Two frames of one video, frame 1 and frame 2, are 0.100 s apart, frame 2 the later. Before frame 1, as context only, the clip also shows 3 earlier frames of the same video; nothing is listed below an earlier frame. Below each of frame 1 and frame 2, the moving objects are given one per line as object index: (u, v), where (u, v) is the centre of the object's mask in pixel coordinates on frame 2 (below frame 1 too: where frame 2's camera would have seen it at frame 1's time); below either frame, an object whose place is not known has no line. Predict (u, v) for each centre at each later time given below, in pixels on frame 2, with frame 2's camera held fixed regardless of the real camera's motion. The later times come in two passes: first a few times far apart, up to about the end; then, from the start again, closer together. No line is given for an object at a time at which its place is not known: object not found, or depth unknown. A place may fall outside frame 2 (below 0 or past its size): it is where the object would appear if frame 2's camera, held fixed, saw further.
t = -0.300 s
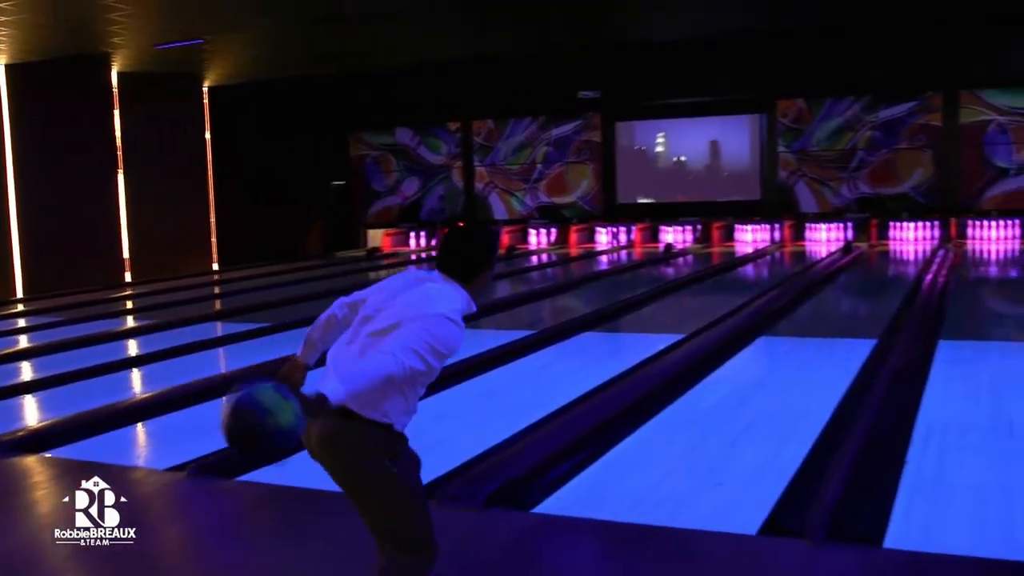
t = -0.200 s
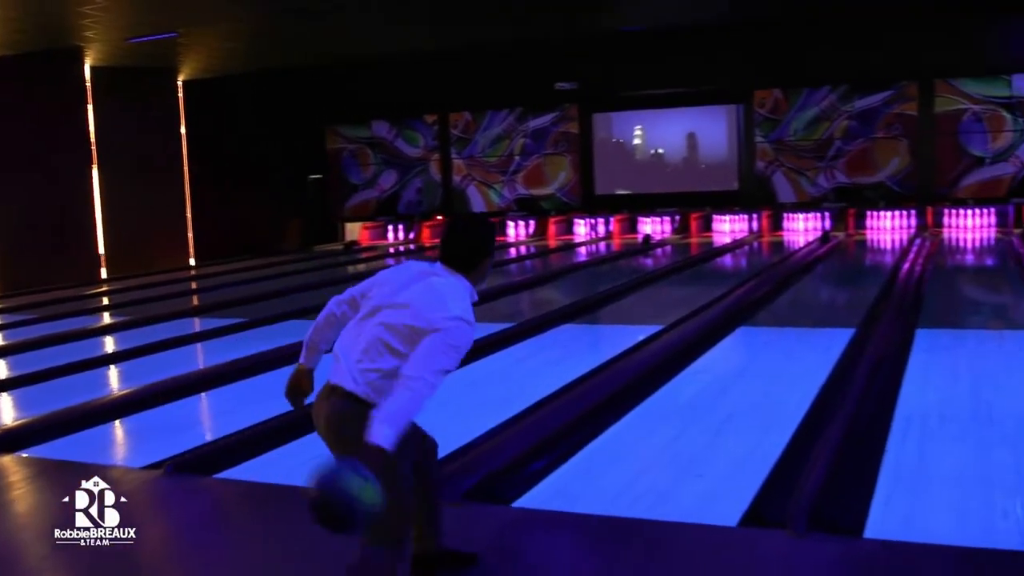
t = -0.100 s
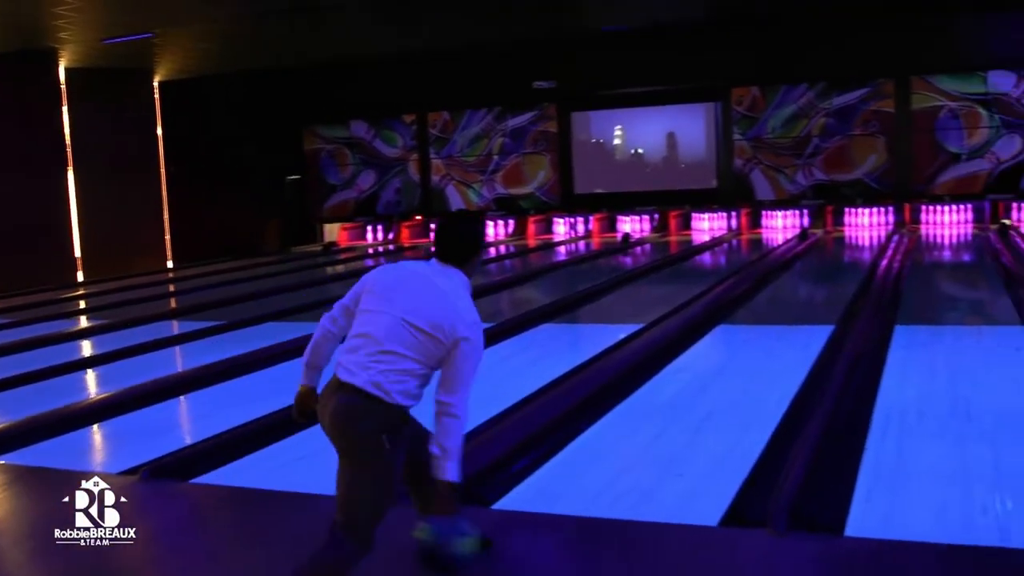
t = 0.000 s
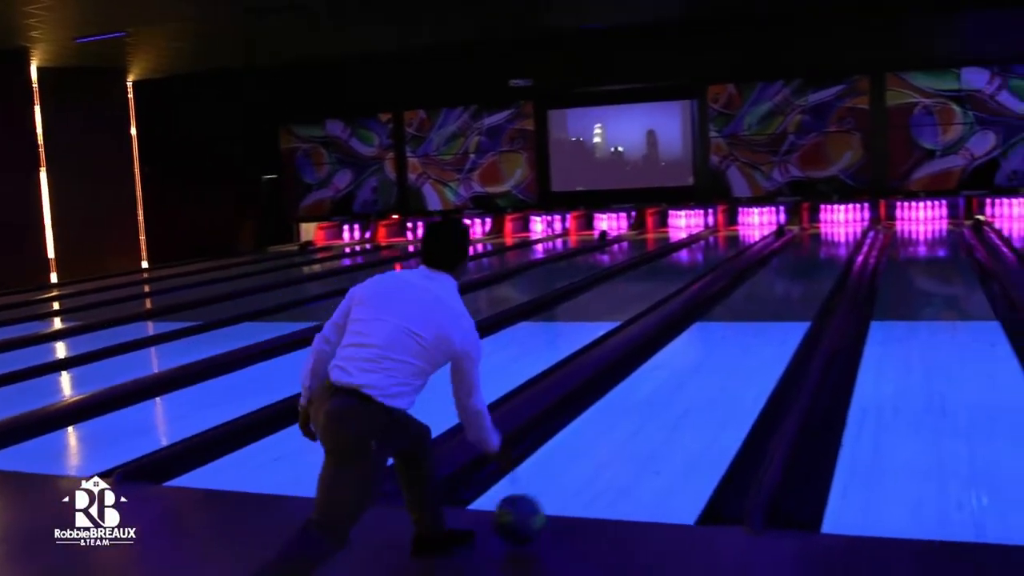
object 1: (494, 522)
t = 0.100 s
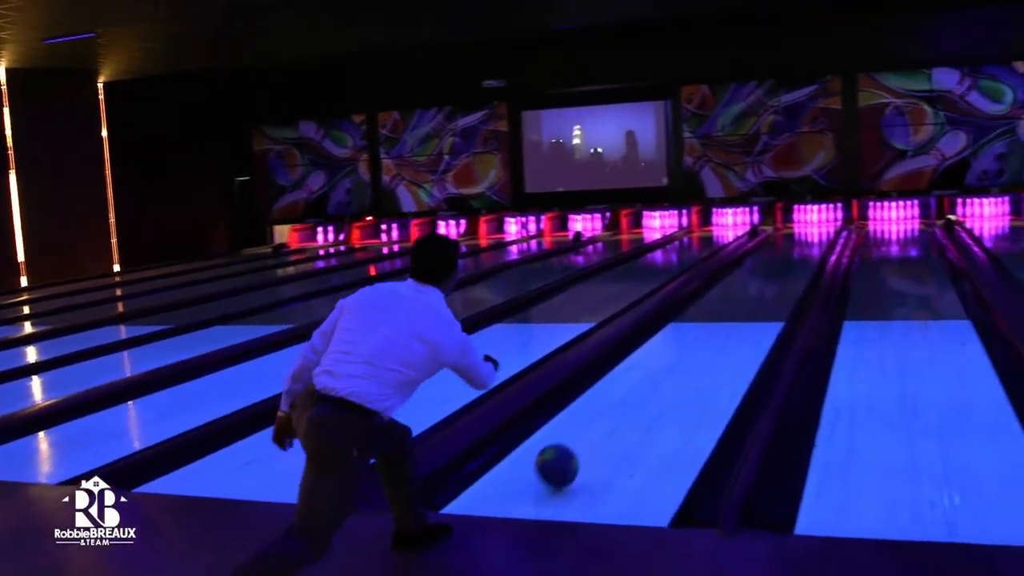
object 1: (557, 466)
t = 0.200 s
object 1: (603, 426)
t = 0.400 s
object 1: (664, 368)
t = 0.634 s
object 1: (711, 326)
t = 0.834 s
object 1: (740, 300)
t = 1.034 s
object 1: (762, 283)
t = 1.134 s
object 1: (772, 273)
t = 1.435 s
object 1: (796, 254)
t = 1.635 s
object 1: (807, 245)
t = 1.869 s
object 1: (820, 235)
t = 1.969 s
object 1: (824, 231)
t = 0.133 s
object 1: (574, 453)
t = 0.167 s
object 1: (589, 439)
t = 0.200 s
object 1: (603, 426)
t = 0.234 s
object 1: (615, 415)
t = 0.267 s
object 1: (627, 403)
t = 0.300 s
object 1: (637, 394)
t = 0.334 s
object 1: (647, 385)
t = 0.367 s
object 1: (656, 376)
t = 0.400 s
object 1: (664, 368)
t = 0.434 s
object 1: (672, 361)
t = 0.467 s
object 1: (680, 354)
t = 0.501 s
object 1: (687, 348)
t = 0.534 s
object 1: (694, 342)
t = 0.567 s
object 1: (700, 337)
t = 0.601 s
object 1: (706, 331)
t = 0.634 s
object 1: (711, 326)
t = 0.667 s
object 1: (716, 322)
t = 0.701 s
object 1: (722, 317)
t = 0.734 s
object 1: (727, 313)
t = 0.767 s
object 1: (732, 311)
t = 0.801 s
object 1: (736, 305)
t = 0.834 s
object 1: (740, 300)
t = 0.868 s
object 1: (743, 297)
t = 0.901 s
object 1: (747, 293)
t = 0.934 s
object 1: (751, 291)
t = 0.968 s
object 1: (755, 289)
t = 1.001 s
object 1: (759, 285)
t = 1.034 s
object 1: (762, 283)
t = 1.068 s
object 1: (765, 279)
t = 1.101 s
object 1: (769, 275)
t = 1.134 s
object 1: (772, 273)
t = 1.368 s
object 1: (791, 258)
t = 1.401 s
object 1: (794, 256)
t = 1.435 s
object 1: (796, 254)
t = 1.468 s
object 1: (798, 252)
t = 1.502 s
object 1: (800, 250)
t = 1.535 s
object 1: (802, 249)
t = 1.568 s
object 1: (804, 248)
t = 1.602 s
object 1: (806, 247)
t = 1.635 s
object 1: (807, 245)
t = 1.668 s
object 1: (809, 243)
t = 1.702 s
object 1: (811, 242)
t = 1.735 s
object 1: (813, 240)
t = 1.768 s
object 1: (815, 238)
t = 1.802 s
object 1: (817, 238)
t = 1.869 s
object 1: (820, 235)
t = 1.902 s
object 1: (821, 235)
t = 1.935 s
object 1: (823, 234)
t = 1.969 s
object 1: (824, 231)
